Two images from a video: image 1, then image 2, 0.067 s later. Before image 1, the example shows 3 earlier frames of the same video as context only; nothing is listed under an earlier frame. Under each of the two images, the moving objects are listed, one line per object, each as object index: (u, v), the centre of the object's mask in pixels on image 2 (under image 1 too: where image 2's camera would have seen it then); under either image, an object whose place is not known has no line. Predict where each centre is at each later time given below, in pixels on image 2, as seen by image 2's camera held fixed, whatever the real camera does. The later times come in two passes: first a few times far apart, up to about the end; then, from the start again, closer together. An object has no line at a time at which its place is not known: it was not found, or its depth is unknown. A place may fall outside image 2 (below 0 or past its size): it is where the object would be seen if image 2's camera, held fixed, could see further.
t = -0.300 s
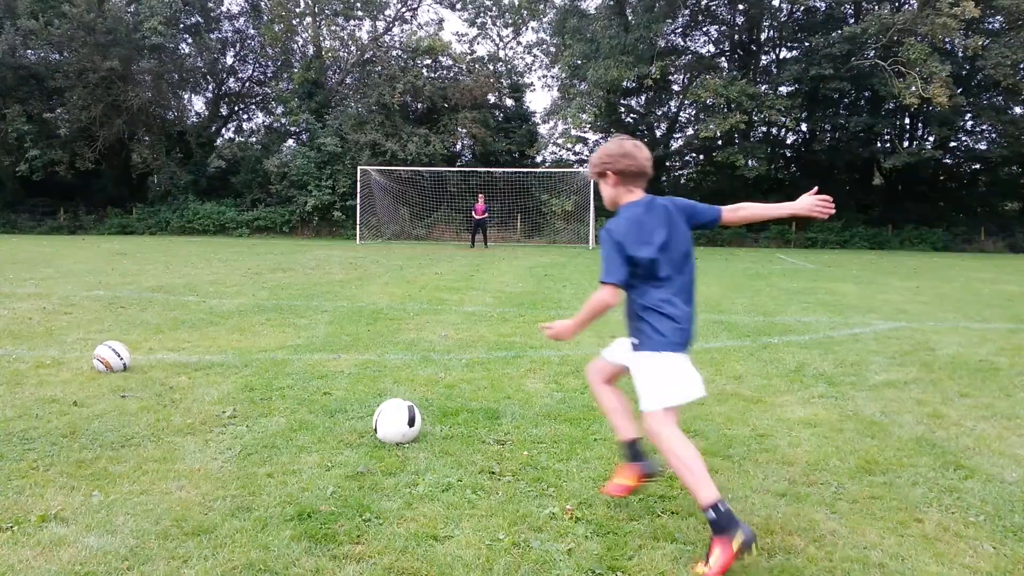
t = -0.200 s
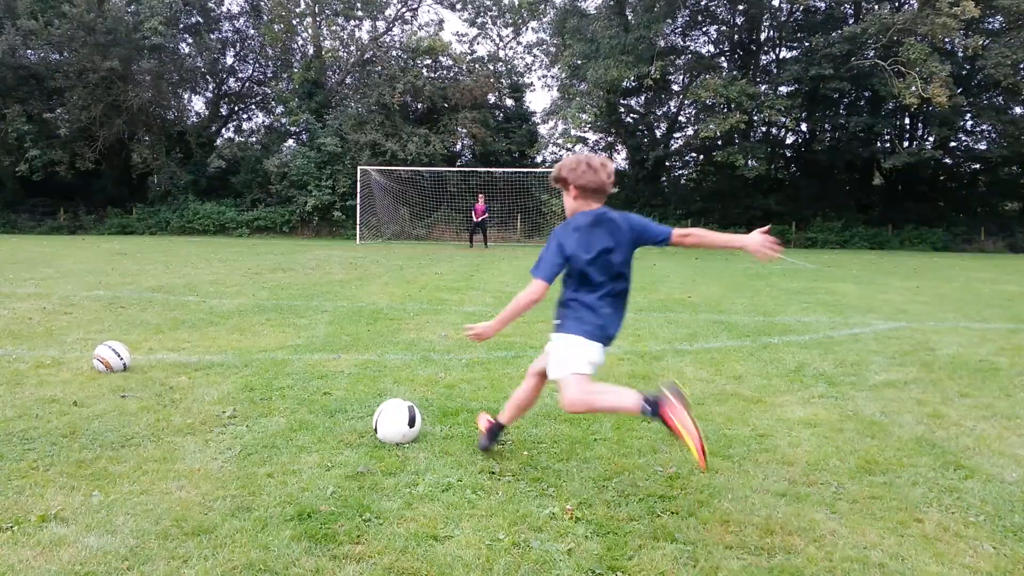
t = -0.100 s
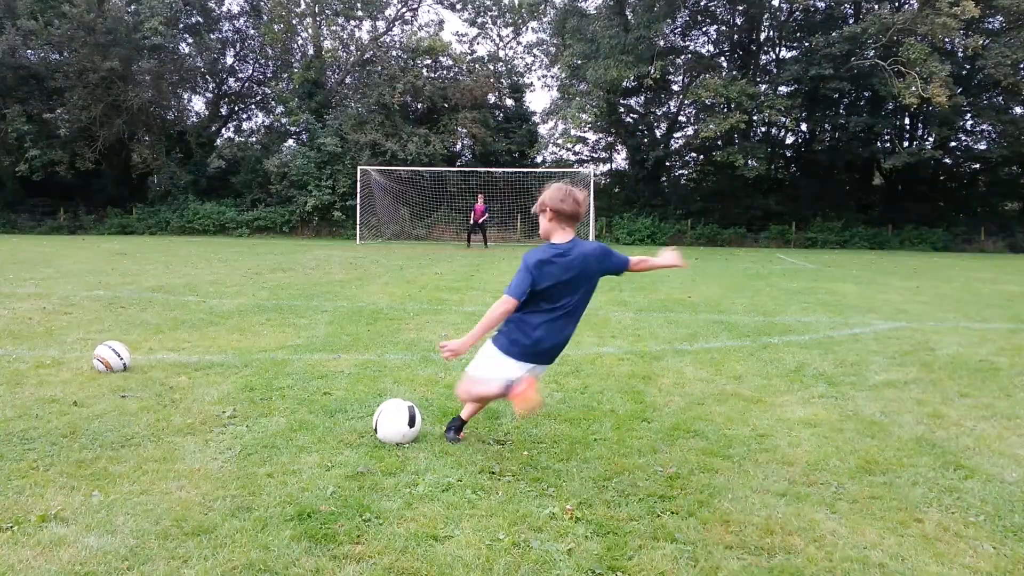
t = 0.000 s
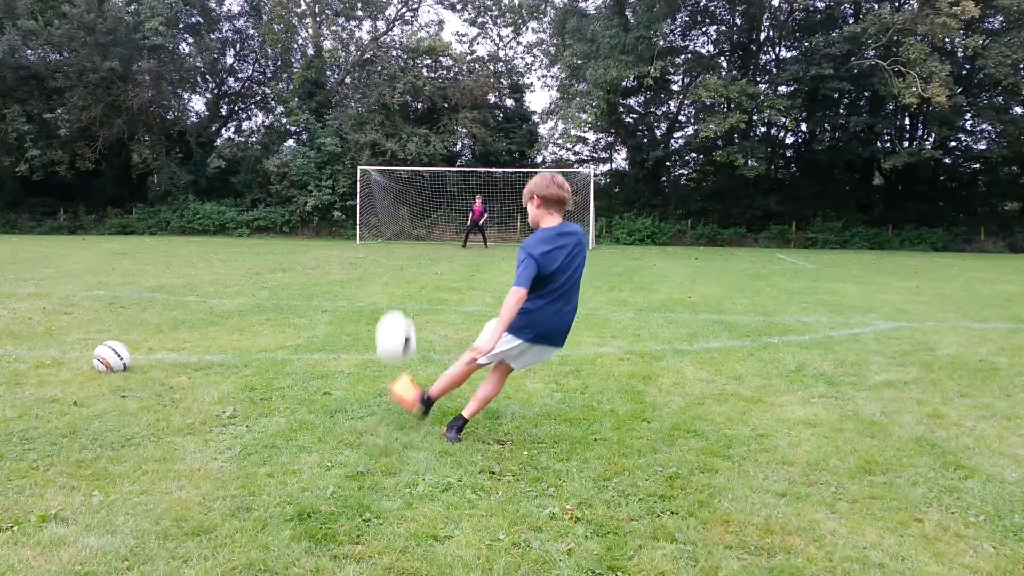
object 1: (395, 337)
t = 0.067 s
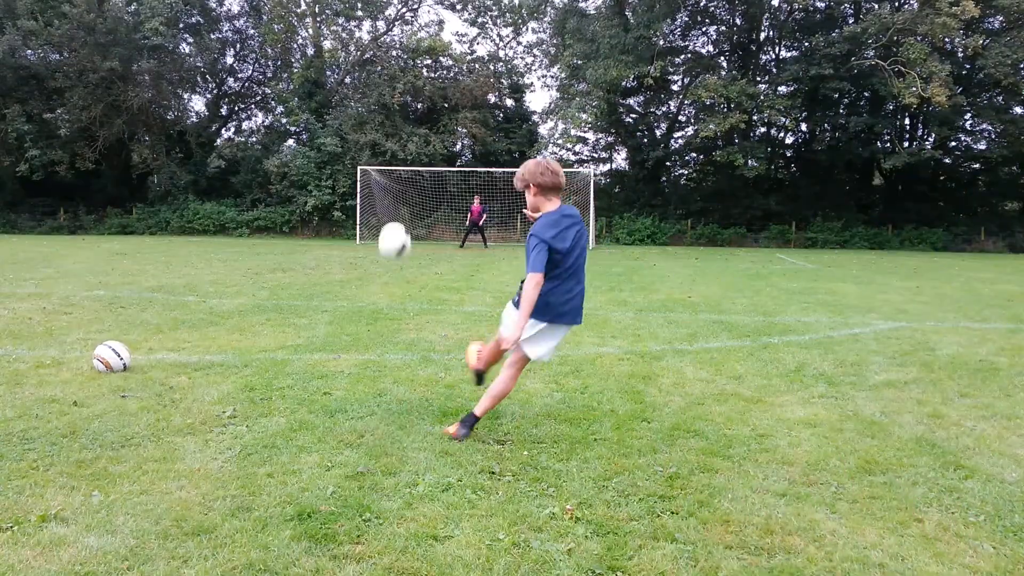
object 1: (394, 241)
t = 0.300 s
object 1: (392, 116)
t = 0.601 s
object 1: (383, 94)
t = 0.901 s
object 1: (379, 112)
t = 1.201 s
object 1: (379, 153)
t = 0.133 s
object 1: (394, 185)
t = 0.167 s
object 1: (393, 165)
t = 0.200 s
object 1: (393, 149)
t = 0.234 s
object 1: (393, 135)
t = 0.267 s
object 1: (393, 125)
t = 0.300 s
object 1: (392, 116)
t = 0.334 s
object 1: (391, 110)
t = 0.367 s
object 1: (391, 105)
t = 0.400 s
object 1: (389, 101)
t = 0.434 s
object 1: (388, 98)
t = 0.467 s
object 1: (387, 96)
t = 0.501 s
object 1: (386, 95)
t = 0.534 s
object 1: (385, 94)
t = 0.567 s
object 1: (384, 94)
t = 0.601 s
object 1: (383, 94)
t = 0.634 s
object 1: (382, 95)
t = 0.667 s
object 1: (382, 95)
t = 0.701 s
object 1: (381, 97)
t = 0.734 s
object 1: (380, 99)
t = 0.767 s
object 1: (380, 101)
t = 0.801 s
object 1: (380, 103)
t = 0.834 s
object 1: (380, 106)
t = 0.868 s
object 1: (379, 109)
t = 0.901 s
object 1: (379, 112)
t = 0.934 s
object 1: (379, 116)
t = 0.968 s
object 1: (379, 119)
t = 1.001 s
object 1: (379, 124)
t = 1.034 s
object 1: (379, 128)
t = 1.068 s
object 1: (379, 132)
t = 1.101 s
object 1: (379, 137)
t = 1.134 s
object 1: (379, 142)
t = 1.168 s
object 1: (379, 148)
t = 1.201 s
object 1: (379, 153)
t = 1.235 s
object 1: (379, 158)
